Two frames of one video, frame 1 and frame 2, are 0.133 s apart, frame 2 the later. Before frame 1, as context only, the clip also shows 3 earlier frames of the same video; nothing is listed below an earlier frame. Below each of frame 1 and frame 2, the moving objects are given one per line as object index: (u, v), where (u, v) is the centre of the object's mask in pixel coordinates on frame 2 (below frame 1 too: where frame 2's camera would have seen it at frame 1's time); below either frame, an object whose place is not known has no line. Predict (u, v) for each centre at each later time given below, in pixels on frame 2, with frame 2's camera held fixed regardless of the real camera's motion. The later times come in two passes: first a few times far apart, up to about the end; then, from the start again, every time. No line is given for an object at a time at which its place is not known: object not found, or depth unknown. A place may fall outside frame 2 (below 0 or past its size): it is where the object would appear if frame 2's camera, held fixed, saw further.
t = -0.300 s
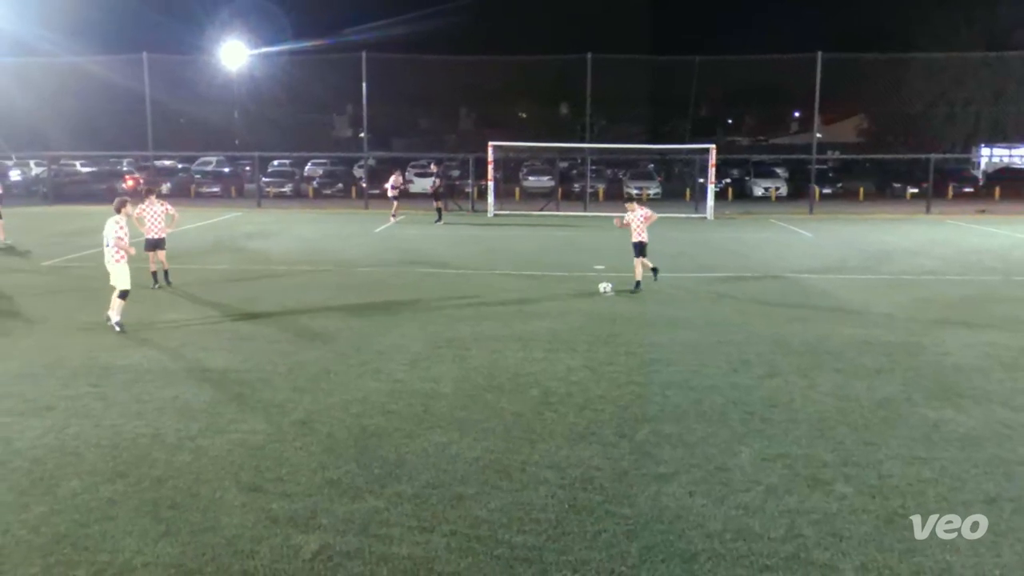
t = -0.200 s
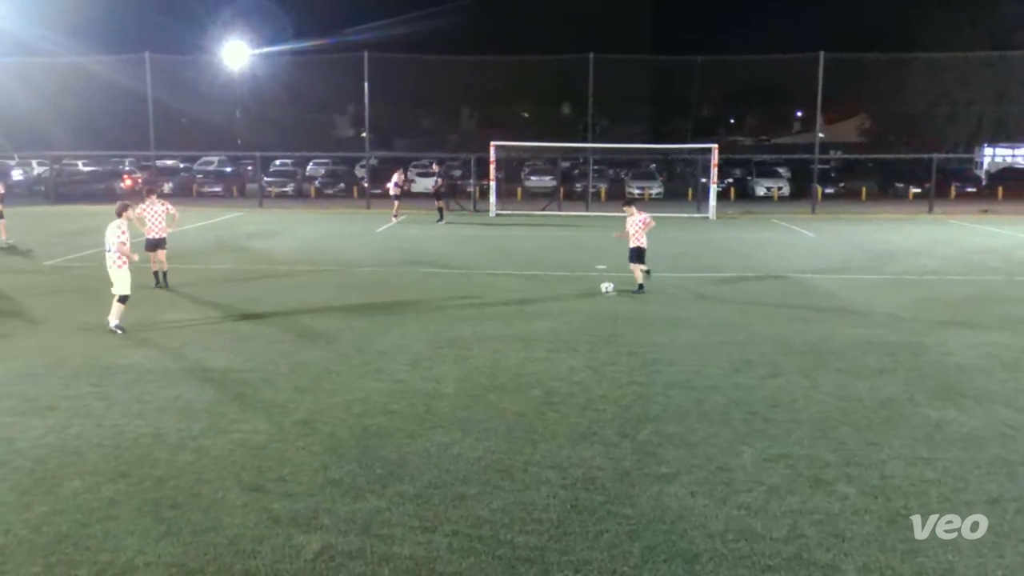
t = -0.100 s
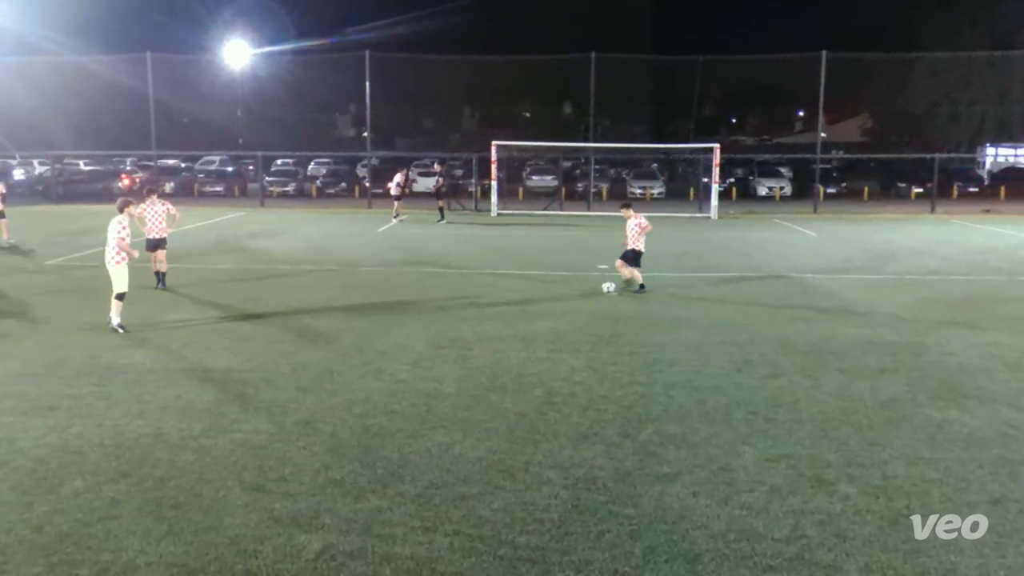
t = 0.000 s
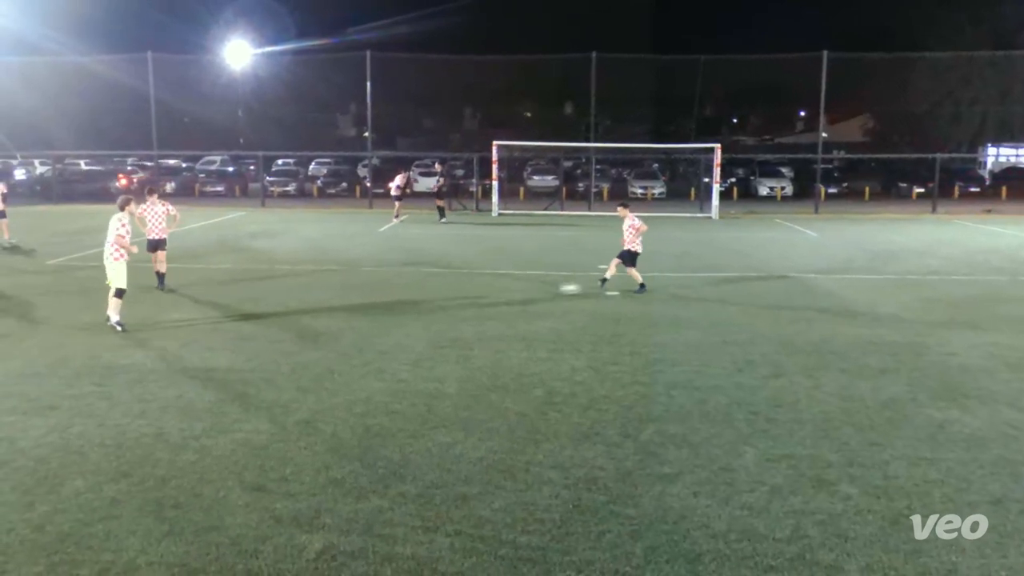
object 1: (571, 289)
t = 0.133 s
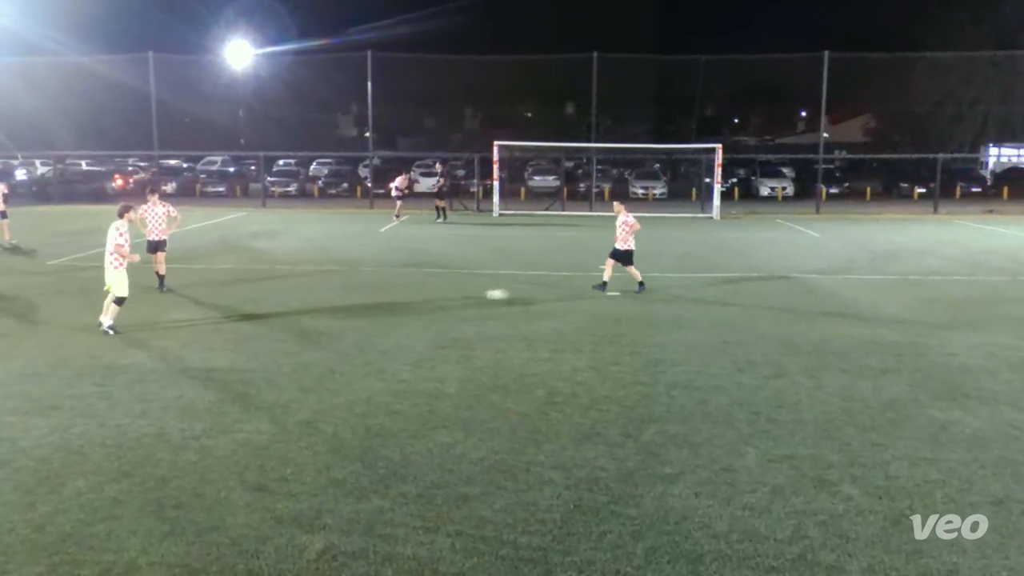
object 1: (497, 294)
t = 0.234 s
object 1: (443, 297)
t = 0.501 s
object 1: (311, 305)
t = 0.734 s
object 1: (204, 311)
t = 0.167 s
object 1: (479, 295)
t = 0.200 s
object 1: (461, 296)
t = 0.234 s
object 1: (443, 297)
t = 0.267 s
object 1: (425, 297)
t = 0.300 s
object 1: (409, 299)
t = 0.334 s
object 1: (393, 300)
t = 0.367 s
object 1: (376, 301)
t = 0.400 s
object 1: (360, 302)
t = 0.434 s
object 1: (344, 303)
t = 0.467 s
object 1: (328, 303)
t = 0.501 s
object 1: (311, 305)
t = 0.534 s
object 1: (295, 305)
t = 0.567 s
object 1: (280, 306)
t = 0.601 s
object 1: (266, 307)
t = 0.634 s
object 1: (252, 308)
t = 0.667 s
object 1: (234, 310)
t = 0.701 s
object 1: (219, 310)
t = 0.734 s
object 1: (204, 311)
